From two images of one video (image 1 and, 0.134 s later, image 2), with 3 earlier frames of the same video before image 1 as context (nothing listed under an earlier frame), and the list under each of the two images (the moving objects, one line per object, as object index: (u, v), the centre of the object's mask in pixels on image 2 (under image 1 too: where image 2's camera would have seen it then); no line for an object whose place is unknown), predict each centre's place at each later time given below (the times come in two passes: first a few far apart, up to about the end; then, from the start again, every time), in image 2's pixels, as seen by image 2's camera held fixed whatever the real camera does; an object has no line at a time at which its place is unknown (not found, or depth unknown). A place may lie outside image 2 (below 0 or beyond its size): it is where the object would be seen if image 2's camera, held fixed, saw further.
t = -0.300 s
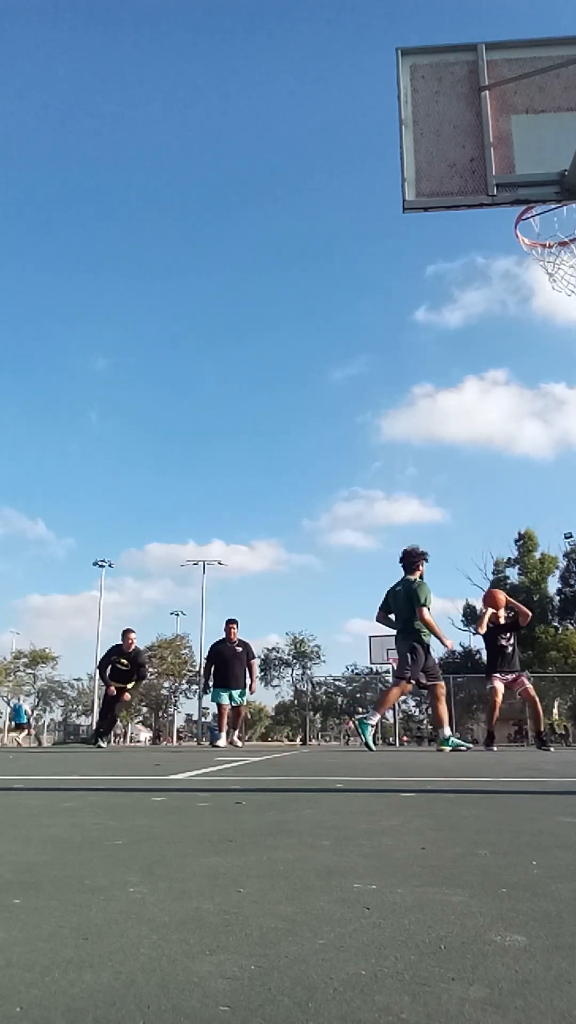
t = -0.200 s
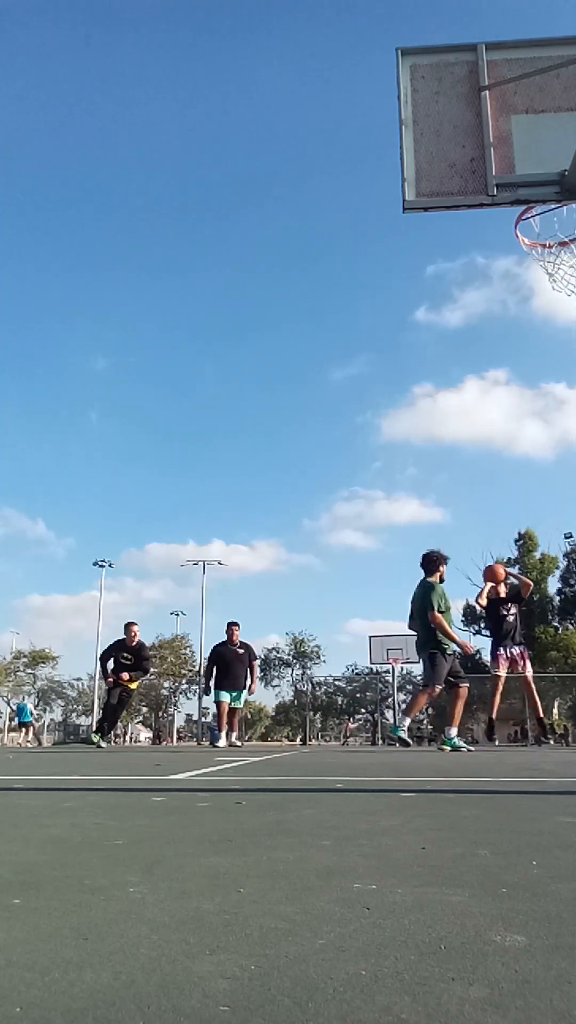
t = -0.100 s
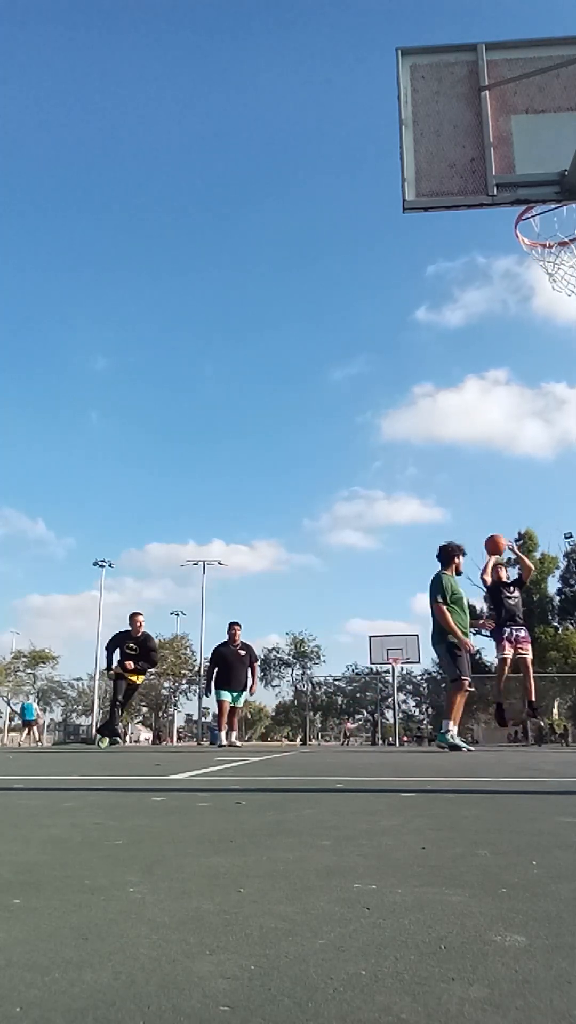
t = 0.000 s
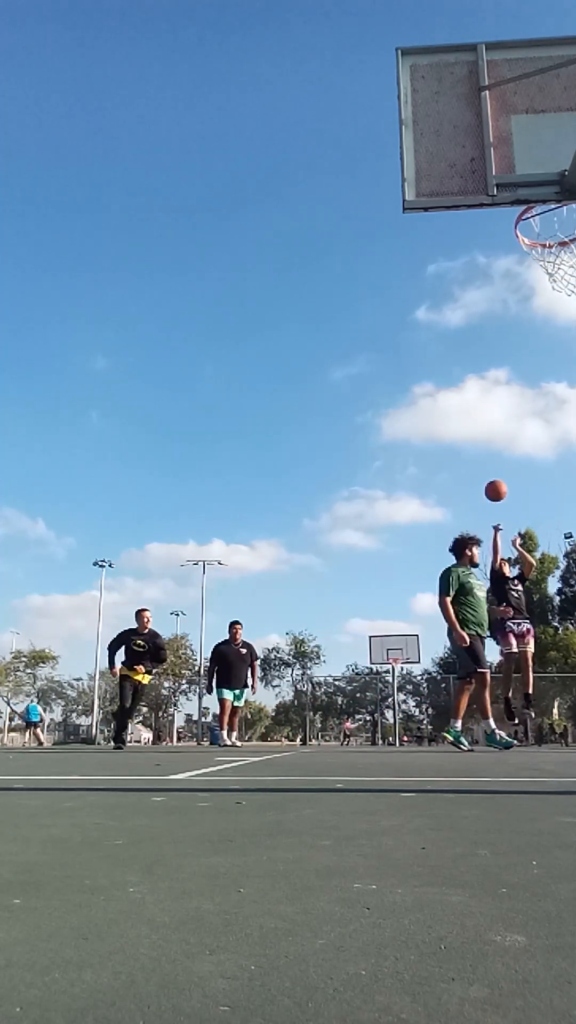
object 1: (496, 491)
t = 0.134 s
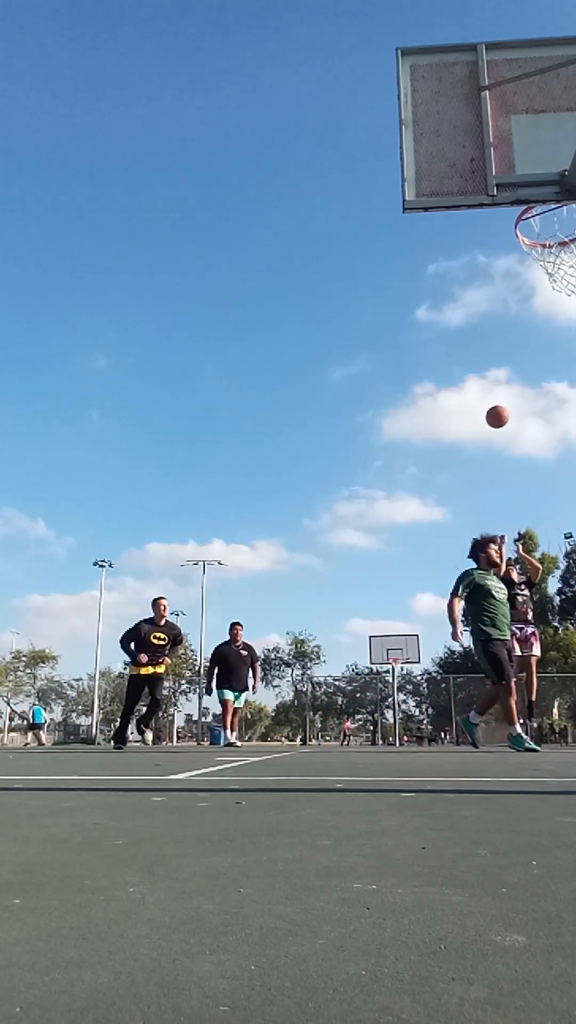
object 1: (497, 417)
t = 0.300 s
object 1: (501, 336)
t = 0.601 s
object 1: (515, 229)
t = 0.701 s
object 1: (523, 213)
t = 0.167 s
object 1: (498, 399)
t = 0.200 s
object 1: (498, 383)
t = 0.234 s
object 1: (499, 367)
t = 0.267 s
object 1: (500, 351)
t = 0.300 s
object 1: (501, 336)
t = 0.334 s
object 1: (502, 322)
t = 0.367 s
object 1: (503, 308)
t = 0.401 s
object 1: (505, 295)
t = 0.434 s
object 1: (507, 282)
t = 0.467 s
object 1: (508, 270)
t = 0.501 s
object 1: (510, 259)
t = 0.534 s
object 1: (511, 249)
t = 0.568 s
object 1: (514, 238)
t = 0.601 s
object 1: (515, 229)
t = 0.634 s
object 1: (520, 221)
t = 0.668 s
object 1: (522, 216)
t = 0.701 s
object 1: (523, 213)
